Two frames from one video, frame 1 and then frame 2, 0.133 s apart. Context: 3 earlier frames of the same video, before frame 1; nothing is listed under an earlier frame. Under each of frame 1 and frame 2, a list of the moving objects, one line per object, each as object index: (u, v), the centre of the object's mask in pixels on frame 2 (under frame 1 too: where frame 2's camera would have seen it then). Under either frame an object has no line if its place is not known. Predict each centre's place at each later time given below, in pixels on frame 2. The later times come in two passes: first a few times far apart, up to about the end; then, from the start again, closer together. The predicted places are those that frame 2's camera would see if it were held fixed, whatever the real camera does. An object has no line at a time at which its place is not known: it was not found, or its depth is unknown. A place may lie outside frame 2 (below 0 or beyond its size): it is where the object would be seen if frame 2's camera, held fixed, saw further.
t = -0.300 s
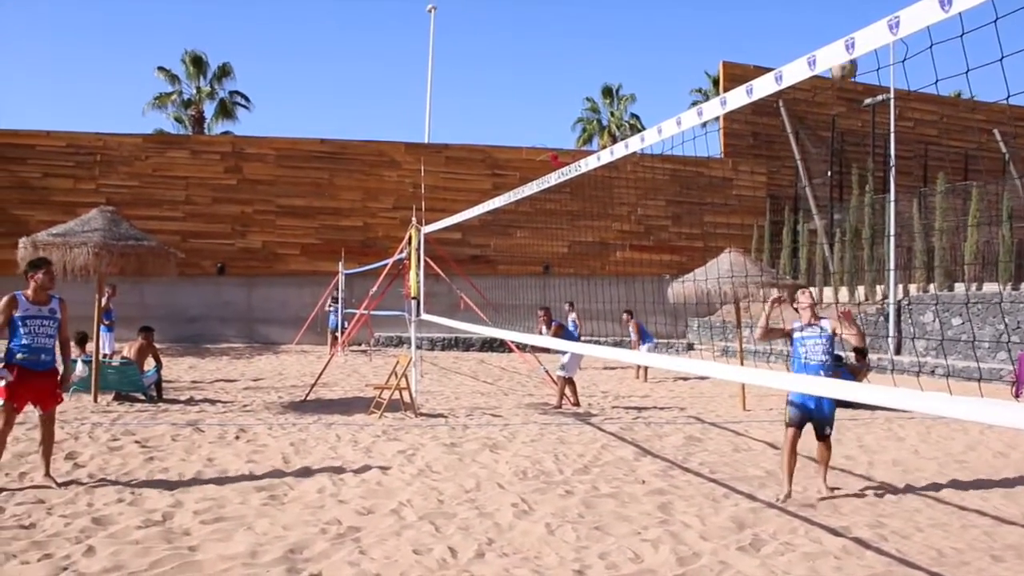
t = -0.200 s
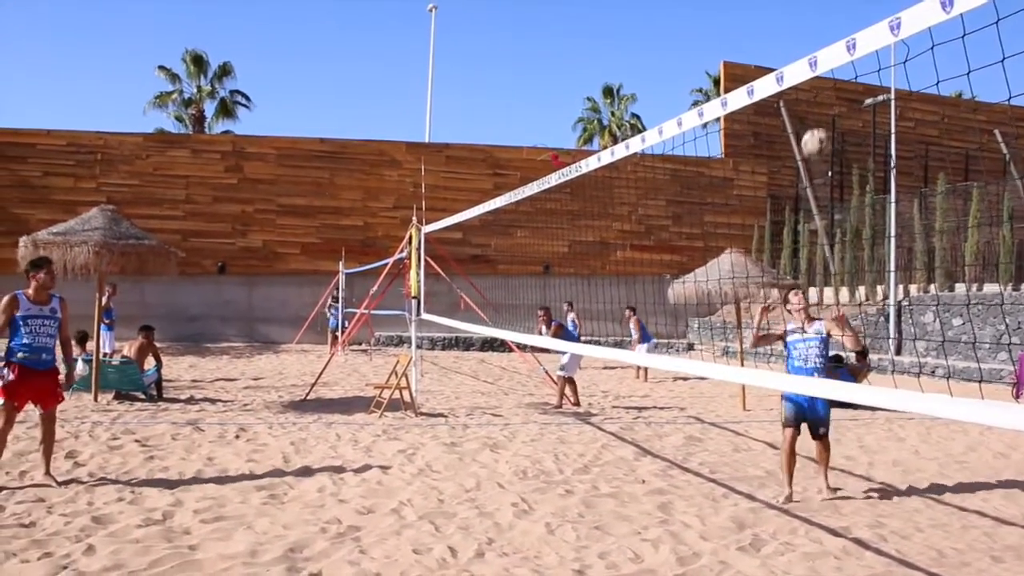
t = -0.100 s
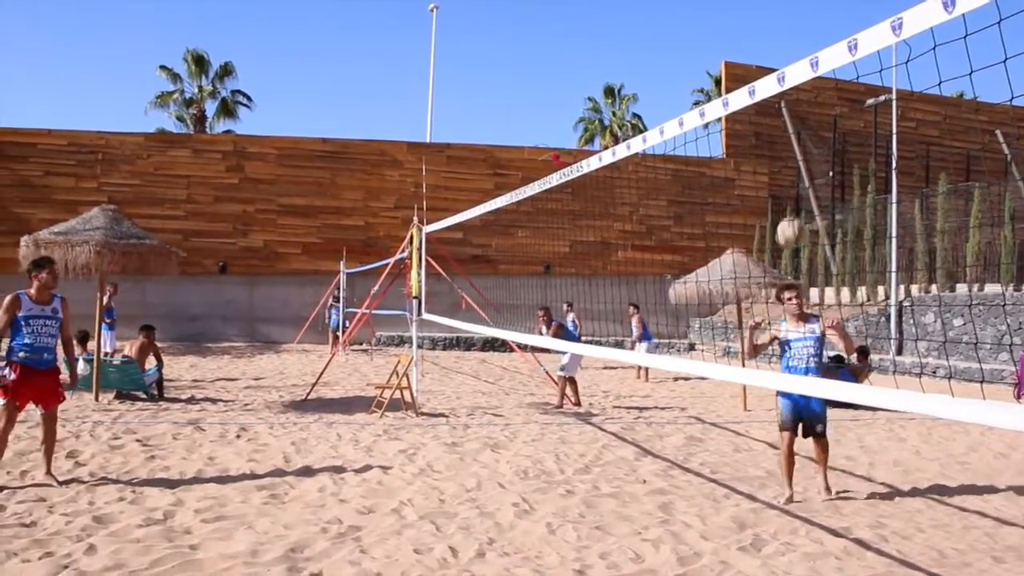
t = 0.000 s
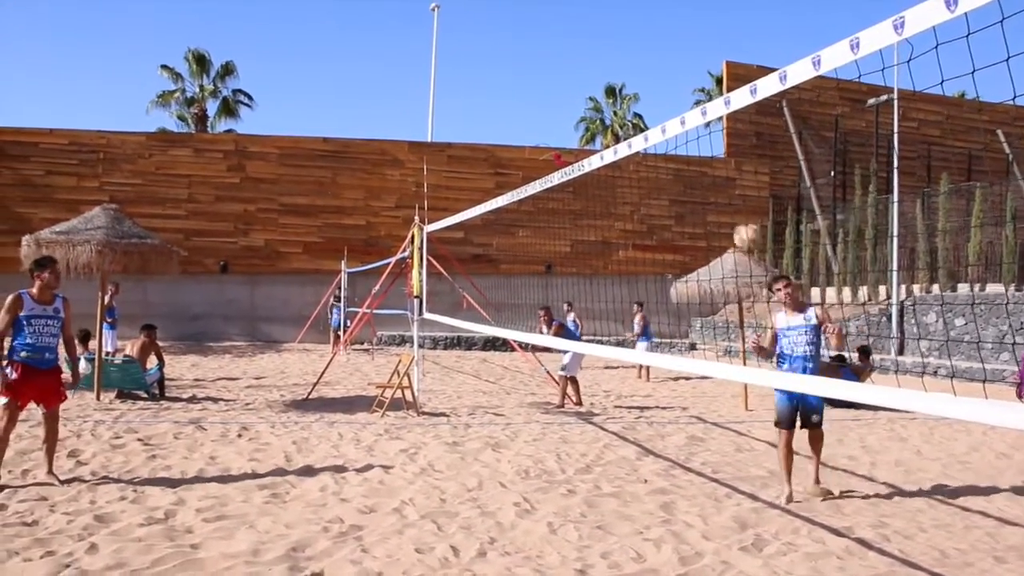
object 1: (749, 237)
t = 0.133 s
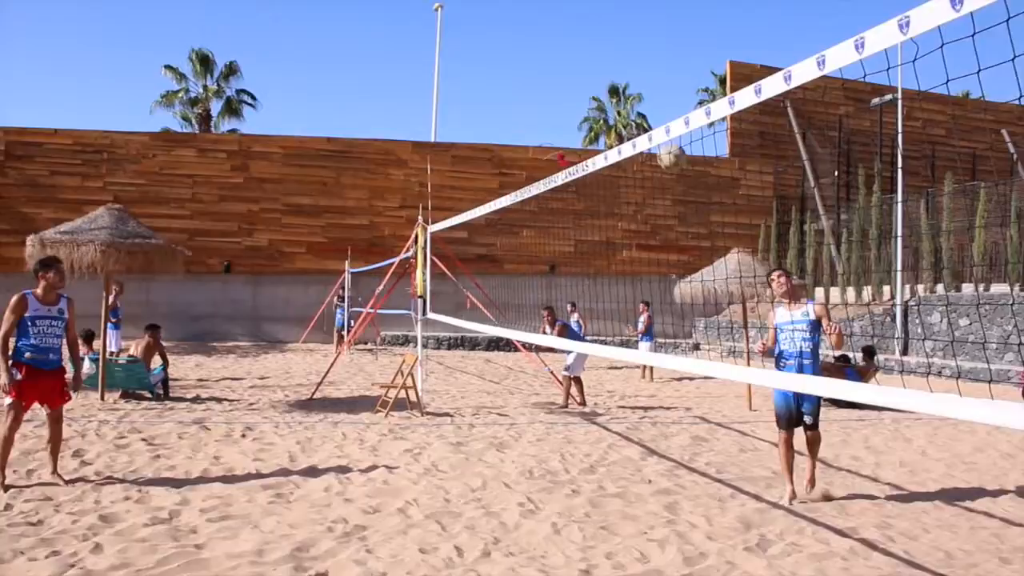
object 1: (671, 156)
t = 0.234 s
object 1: (610, 112)
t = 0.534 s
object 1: (440, 55)
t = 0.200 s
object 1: (631, 126)
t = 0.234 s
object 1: (610, 112)
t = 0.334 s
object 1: (553, 81)
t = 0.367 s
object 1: (532, 72)
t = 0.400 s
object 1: (513, 65)
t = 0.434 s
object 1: (493, 61)
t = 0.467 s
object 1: (473, 57)
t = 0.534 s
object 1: (440, 55)
